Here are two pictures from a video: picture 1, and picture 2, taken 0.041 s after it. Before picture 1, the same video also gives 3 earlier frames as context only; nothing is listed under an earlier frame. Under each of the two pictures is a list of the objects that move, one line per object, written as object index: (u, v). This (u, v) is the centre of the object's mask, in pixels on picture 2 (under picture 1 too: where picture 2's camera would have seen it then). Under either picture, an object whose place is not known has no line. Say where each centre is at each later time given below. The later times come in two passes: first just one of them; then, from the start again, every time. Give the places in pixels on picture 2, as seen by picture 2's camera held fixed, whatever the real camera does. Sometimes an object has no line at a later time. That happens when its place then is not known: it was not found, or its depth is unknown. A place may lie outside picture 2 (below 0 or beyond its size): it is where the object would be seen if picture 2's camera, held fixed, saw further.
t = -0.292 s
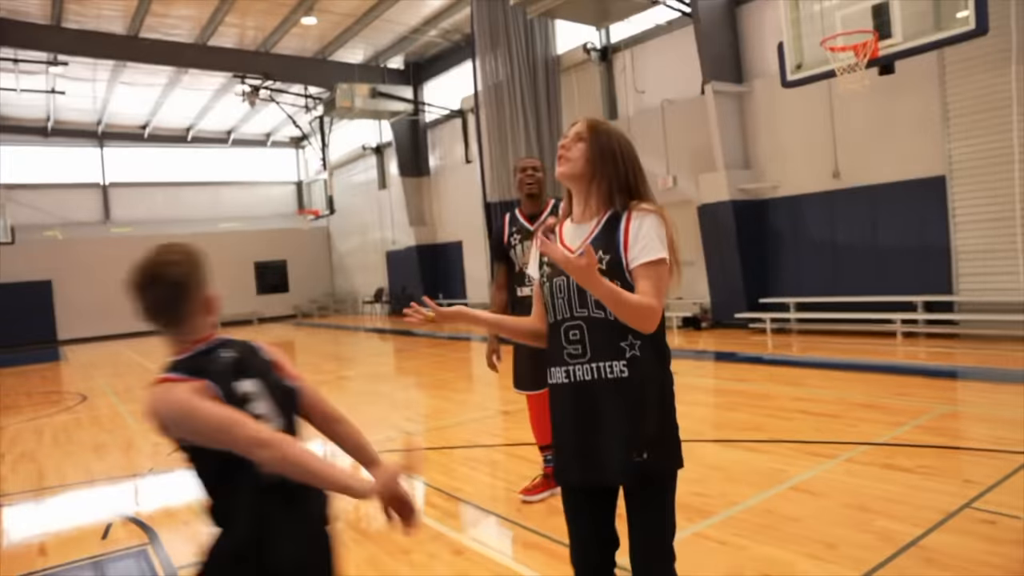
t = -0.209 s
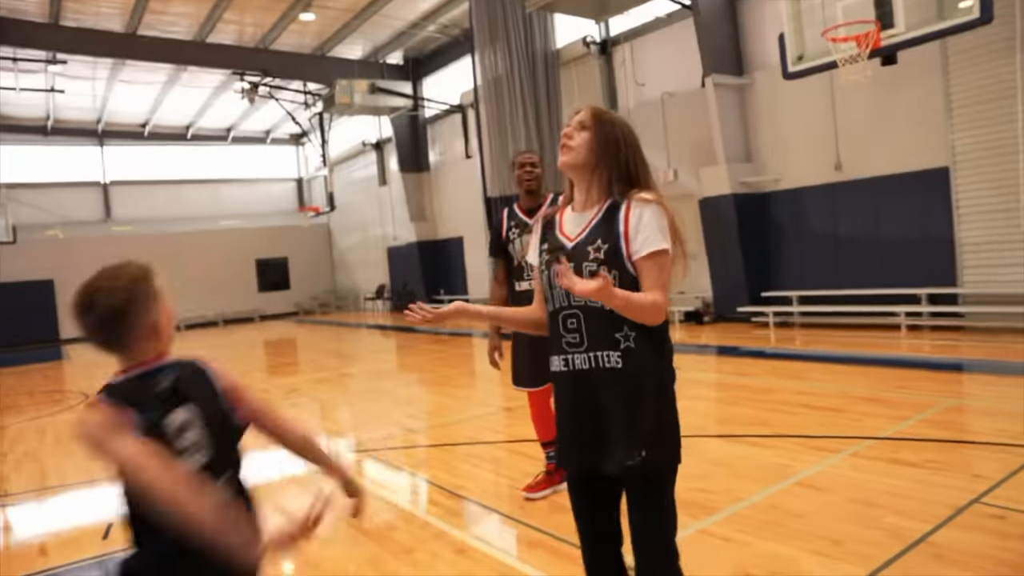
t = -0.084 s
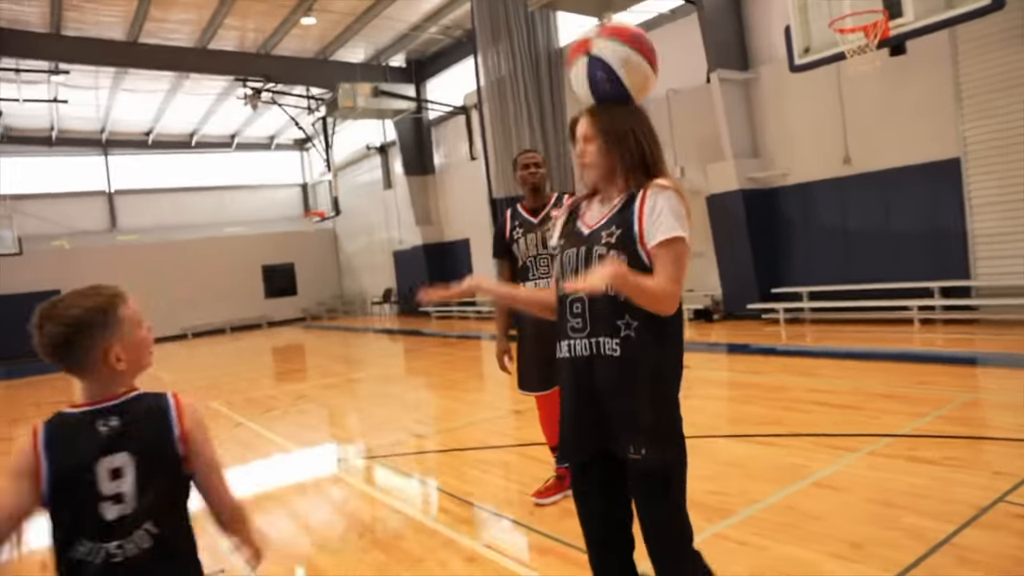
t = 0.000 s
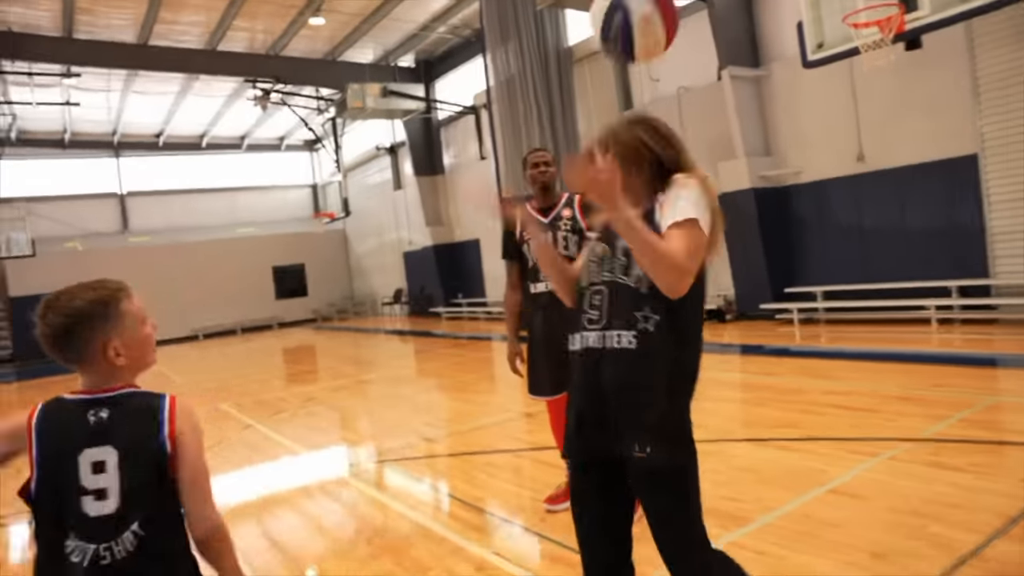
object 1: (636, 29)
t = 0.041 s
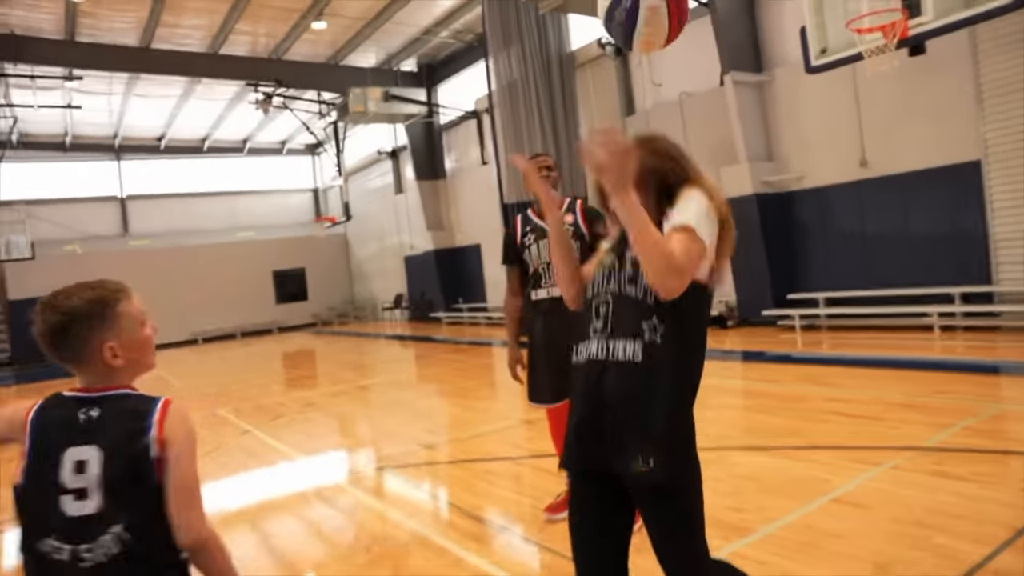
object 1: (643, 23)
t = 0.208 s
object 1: (671, 22)
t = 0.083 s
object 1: (649, 17)
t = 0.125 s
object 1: (655, 13)
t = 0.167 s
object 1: (664, 14)
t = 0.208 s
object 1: (671, 22)
